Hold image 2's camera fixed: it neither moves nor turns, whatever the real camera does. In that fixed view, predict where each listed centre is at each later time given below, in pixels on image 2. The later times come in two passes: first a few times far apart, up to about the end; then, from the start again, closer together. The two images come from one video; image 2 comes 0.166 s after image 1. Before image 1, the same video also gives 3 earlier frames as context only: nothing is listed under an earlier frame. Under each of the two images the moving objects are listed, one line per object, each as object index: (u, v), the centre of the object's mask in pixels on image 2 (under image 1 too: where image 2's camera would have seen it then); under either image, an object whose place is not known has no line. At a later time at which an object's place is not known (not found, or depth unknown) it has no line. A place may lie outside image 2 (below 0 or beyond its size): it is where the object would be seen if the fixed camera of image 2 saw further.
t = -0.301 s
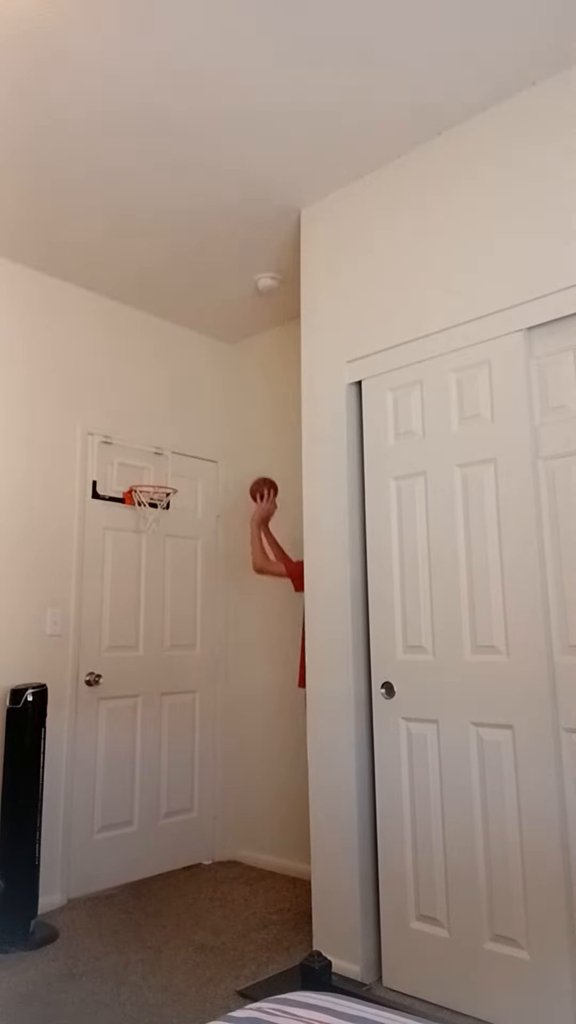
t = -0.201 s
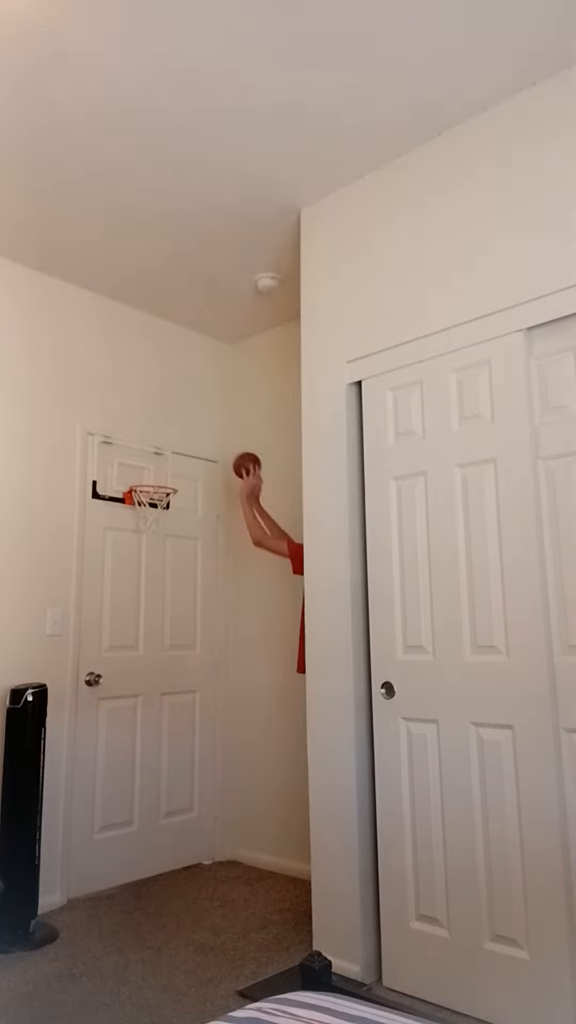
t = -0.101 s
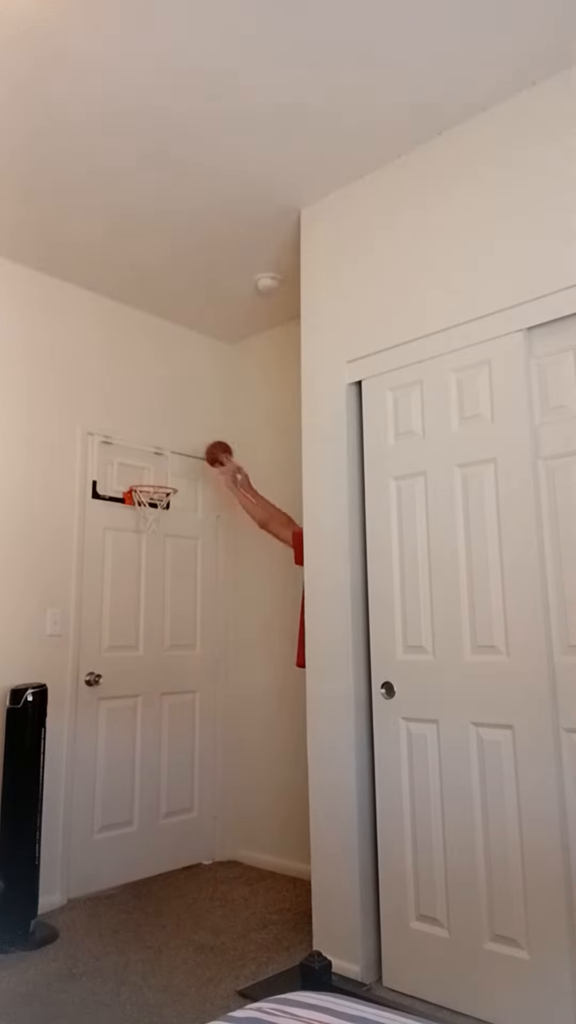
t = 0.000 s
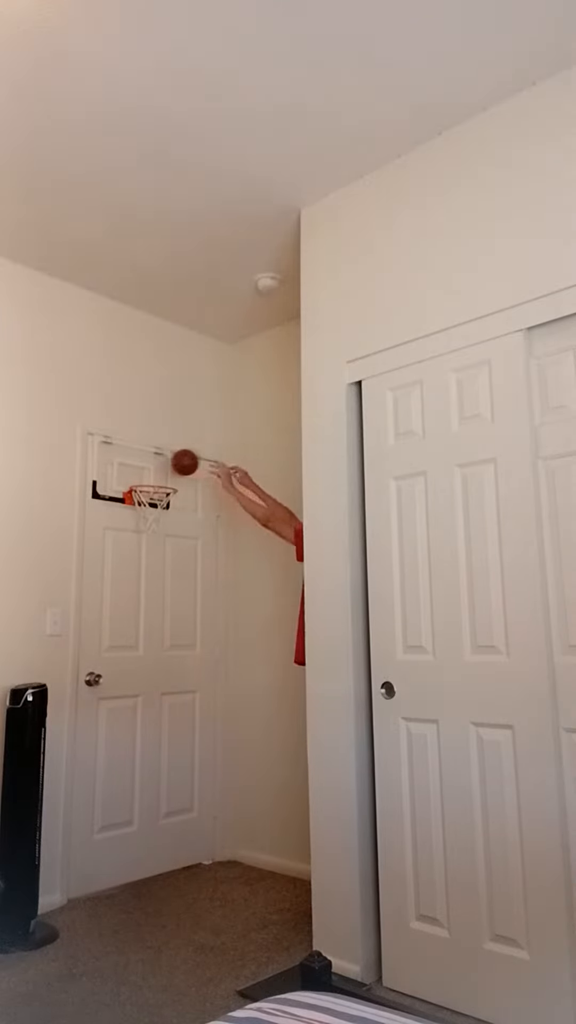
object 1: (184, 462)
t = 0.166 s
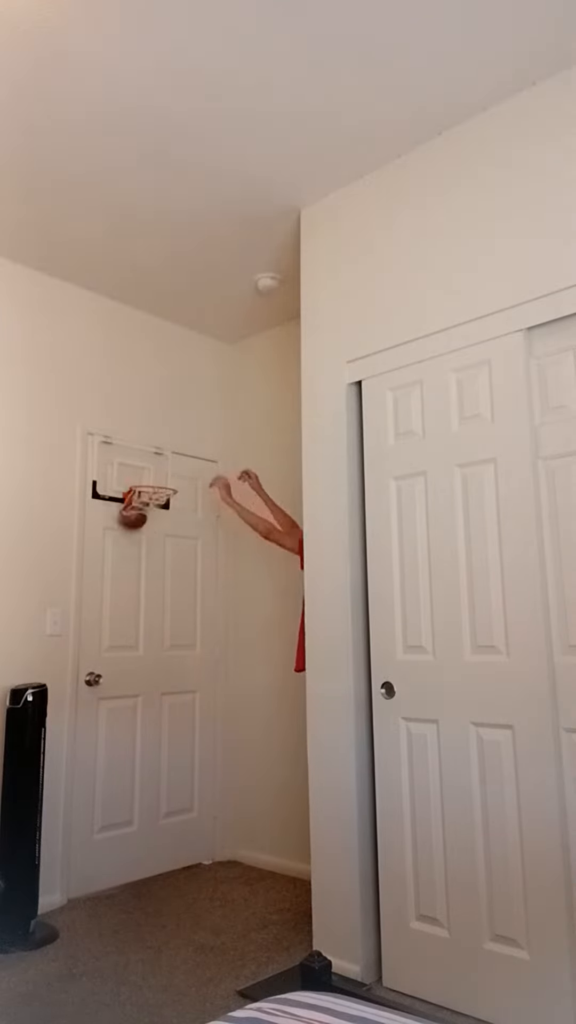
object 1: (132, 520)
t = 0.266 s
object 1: (130, 552)
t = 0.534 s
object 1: (137, 766)
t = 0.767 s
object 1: (159, 799)
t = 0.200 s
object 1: (128, 528)
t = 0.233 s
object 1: (129, 539)
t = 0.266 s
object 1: (130, 552)
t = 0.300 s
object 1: (132, 568)
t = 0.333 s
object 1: (133, 587)
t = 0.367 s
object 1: (133, 609)
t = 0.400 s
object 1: (134, 634)
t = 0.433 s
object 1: (135, 662)
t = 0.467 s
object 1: (136, 692)
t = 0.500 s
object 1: (136, 728)
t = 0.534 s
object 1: (137, 766)
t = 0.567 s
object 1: (137, 807)
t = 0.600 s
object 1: (138, 855)
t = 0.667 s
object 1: (143, 878)
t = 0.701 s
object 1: (149, 848)
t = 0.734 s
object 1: (154, 822)
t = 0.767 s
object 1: (159, 799)
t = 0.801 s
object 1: (164, 778)
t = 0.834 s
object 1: (170, 761)
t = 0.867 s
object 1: (175, 747)
